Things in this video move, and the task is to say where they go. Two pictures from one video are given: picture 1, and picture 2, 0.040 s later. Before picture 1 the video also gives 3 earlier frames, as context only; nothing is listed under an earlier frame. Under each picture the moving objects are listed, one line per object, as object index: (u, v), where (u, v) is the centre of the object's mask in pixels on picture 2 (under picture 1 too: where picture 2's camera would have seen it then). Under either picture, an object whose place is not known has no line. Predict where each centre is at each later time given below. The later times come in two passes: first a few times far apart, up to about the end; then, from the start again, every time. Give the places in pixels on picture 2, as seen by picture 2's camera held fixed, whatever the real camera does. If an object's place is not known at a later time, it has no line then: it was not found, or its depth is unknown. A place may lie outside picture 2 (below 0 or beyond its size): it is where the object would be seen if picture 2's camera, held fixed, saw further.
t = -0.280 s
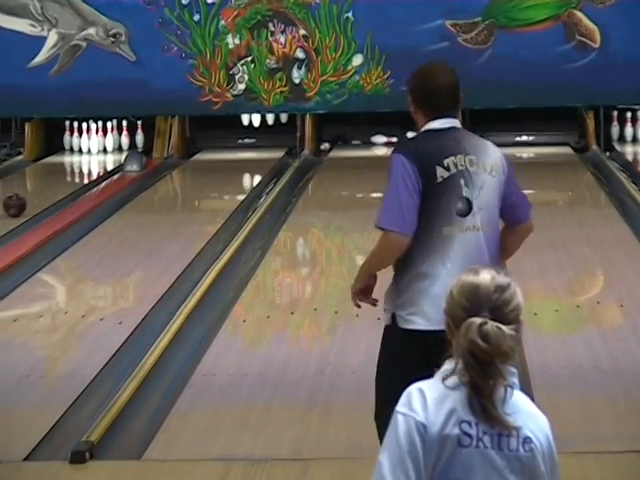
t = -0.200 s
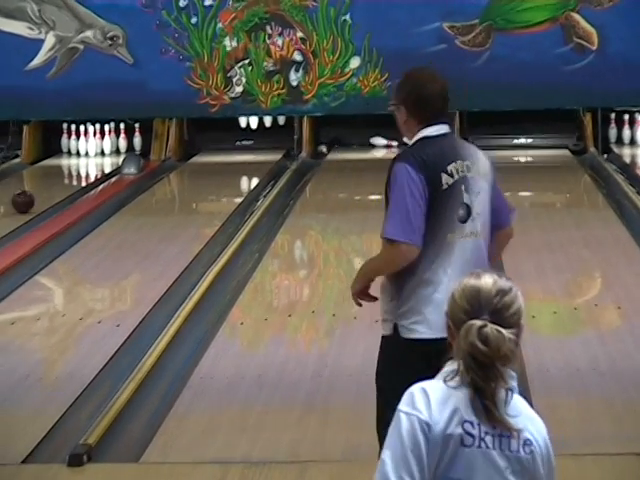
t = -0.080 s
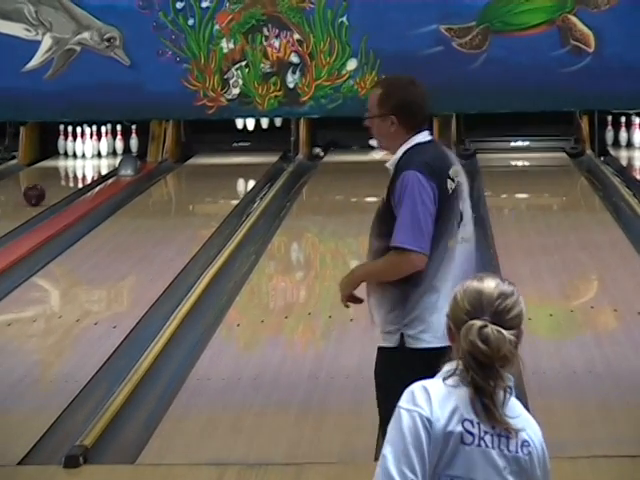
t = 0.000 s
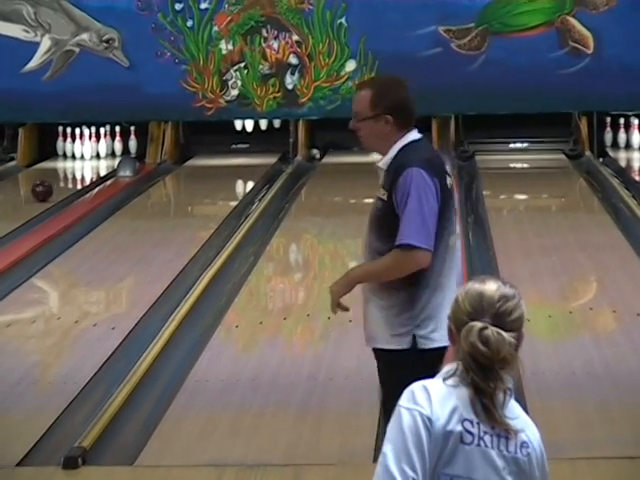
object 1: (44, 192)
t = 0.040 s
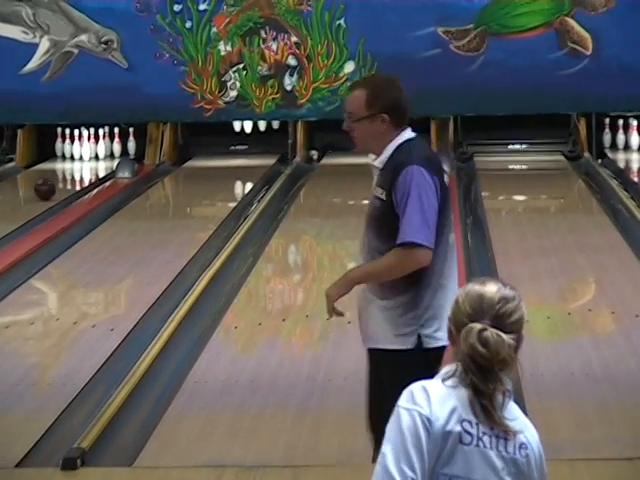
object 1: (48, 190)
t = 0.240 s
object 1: (64, 178)
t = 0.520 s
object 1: (81, 166)
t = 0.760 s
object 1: (92, 158)
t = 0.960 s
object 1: (102, 152)
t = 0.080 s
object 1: (53, 187)
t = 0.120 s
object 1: (56, 185)
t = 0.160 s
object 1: (60, 183)
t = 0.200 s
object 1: (60, 180)
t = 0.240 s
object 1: (64, 178)
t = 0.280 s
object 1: (66, 176)
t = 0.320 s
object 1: (69, 175)
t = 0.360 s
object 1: (71, 173)
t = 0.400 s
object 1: (74, 171)
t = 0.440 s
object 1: (77, 170)
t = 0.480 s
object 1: (79, 168)
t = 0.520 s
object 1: (81, 166)
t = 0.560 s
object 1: (84, 165)
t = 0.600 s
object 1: (86, 163)
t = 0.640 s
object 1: (88, 162)
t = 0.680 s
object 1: (89, 161)
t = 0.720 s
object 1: (90, 159)
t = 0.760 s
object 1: (92, 158)
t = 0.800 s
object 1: (93, 156)
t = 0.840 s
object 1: (95, 155)
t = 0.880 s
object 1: (96, 154)
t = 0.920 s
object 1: (98, 152)
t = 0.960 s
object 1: (102, 152)
